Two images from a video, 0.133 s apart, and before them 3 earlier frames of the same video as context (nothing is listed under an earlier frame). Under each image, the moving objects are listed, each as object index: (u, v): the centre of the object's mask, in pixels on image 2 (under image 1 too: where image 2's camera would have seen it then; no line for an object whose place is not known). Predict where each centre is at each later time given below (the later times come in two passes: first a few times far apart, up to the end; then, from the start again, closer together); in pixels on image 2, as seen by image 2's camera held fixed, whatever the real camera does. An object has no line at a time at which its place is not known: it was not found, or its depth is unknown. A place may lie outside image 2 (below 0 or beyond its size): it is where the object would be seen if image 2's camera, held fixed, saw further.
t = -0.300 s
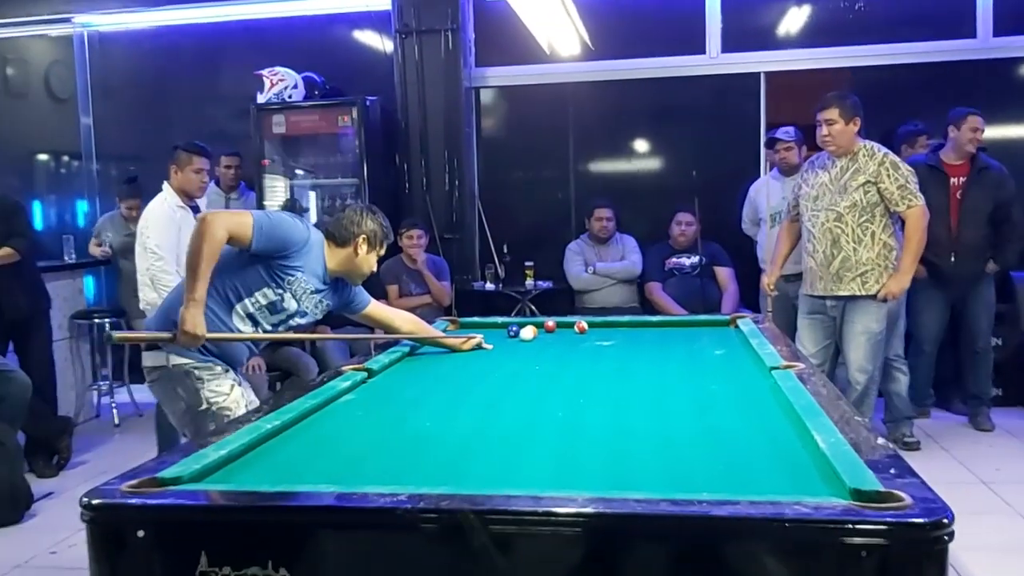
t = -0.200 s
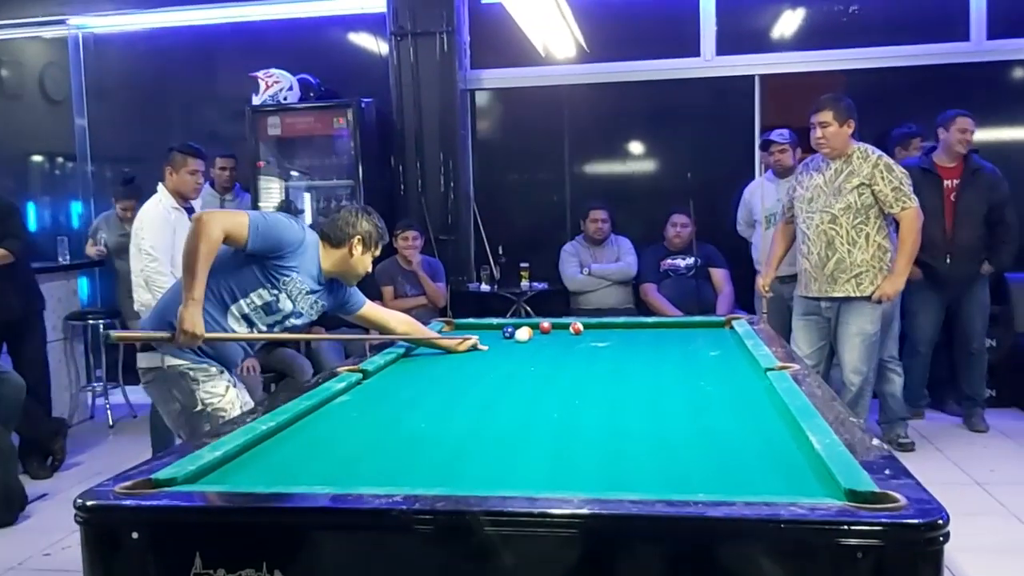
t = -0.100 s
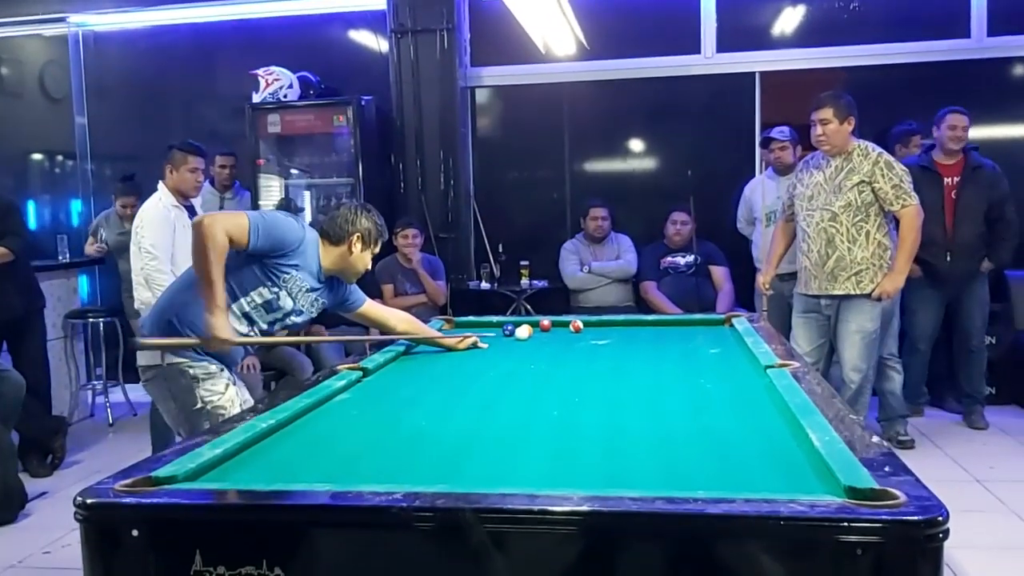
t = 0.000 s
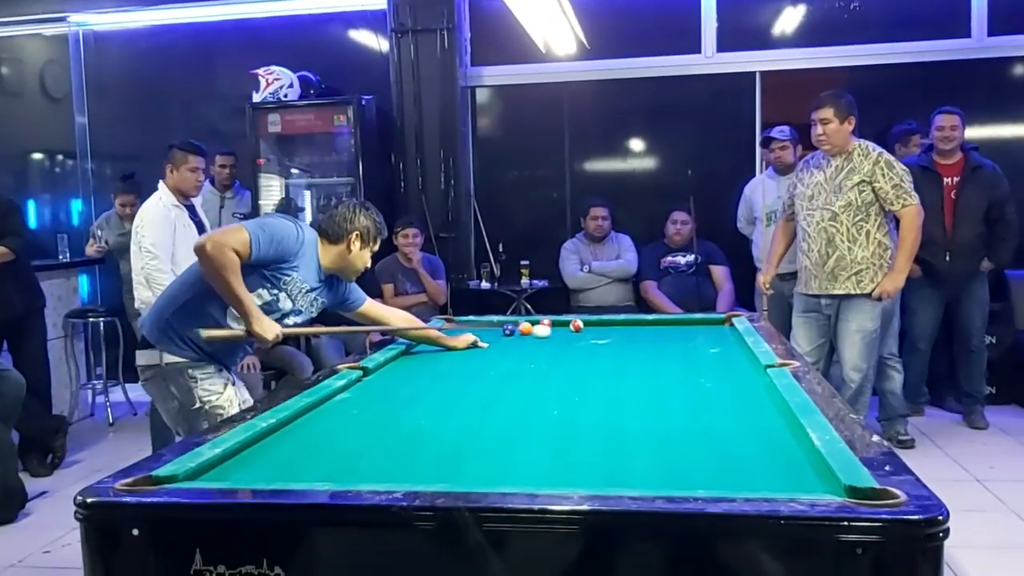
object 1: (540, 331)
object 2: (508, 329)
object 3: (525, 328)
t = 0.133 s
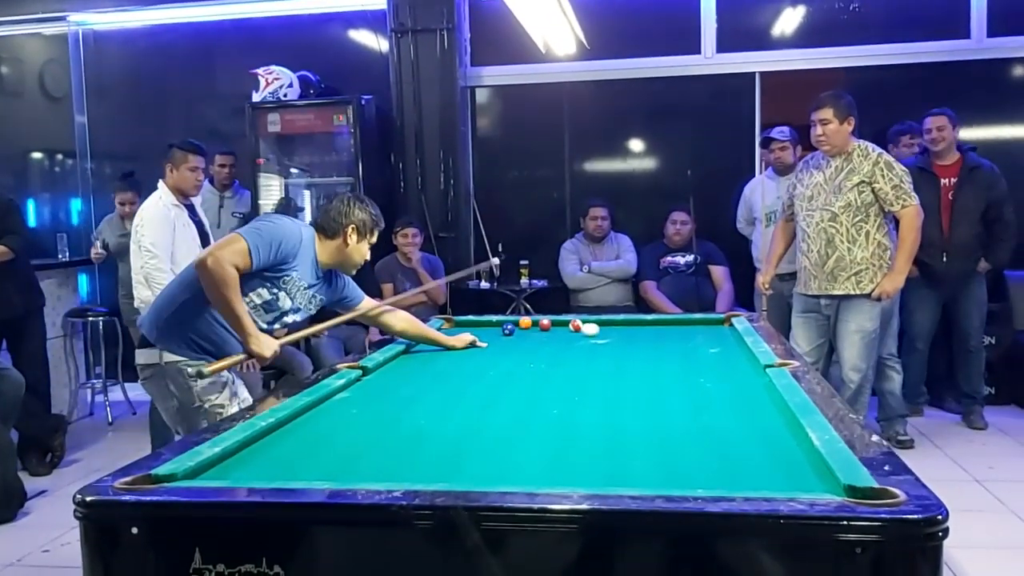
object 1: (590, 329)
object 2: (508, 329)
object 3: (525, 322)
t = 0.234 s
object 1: (619, 328)
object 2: (508, 329)
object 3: (522, 323)
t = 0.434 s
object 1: (667, 328)
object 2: (501, 330)
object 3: (522, 328)
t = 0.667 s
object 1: (722, 327)
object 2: (483, 333)
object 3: (534, 331)
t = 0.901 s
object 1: (698, 326)
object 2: (467, 336)
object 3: (546, 333)
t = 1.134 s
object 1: (668, 324)
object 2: (452, 339)
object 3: (557, 336)
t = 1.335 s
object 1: (645, 323)
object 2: (440, 340)
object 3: (566, 338)
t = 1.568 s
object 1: (620, 322)
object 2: (427, 342)
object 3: (575, 341)
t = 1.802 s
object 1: (598, 321)
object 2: (421, 344)
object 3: (584, 343)
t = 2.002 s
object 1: (583, 320)
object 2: (422, 345)
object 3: (591, 345)
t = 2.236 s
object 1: (566, 321)
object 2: (424, 345)
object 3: (598, 347)
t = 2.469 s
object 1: (555, 322)
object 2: (426, 346)
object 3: (603, 348)
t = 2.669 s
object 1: (550, 321)
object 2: (426, 346)
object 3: (606, 349)
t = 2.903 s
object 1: (546, 320)
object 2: (426, 346)
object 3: (610, 350)
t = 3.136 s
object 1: (543, 321)
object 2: (426, 346)
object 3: (612, 350)
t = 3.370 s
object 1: (543, 320)
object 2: (426, 346)
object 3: (613, 350)
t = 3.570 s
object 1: (543, 321)
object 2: (426, 346)
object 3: (613, 351)
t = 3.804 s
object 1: (543, 320)
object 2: (426, 346)
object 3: (613, 351)
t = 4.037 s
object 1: (543, 320)
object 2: (426, 346)
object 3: (613, 351)
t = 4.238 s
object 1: (543, 321)
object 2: (426, 346)
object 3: (613, 351)
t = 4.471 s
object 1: (543, 320)
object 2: (426, 345)
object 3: (613, 350)
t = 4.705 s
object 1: (543, 320)
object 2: (426, 346)
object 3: (613, 350)
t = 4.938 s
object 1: (543, 320)
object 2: (426, 346)
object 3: (613, 351)
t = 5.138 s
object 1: (543, 321)
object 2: (426, 346)
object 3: (613, 351)
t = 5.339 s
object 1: (543, 320)
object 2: (426, 346)
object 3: (613, 351)
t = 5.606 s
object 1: (543, 320)
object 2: (426, 346)
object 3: (613, 351)
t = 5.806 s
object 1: (543, 320)
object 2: (426, 346)
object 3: (613, 351)
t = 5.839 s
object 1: (543, 320)
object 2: (426, 346)
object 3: (613, 351)
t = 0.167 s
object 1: (600, 329)
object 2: (508, 329)
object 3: (525, 322)
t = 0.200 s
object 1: (610, 328)
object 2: (508, 329)
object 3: (524, 322)
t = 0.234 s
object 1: (619, 328)
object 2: (508, 329)
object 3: (522, 323)
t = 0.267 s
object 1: (627, 328)
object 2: (508, 329)
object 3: (521, 324)
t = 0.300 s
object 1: (635, 328)
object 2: (508, 329)
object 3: (520, 325)
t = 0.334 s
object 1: (643, 328)
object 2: (507, 329)
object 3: (519, 326)
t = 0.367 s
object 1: (651, 328)
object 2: (507, 329)
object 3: (519, 327)
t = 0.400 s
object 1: (659, 328)
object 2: (503, 329)
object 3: (520, 327)
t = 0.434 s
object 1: (667, 328)
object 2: (501, 330)
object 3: (522, 328)
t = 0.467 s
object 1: (675, 328)
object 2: (498, 331)
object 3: (524, 328)
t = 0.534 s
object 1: (691, 327)
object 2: (493, 331)
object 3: (527, 329)
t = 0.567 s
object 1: (698, 327)
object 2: (491, 332)
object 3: (529, 329)
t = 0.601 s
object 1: (706, 327)
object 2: (488, 332)
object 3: (531, 330)
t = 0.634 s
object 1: (714, 327)
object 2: (486, 332)
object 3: (533, 330)
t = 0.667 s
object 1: (722, 327)
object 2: (483, 333)
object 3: (534, 331)
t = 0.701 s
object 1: (727, 327)
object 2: (481, 333)
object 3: (536, 331)
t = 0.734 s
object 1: (722, 327)
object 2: (478, 334)
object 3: (537, 331)
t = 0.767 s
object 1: (716, 326)
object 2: (476, 335)
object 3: (539, 332)
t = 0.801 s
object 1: (712, 326)
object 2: (473, 335)
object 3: (541, 332)
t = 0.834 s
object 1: (707, 326)
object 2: (471, 336)
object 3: (543, 332)
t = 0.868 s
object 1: (702, 326)
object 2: (469, 336)
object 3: (544, 332)
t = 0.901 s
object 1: (698, 326)
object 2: (467, 336)
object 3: (546, 333)
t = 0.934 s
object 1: (693, 326)
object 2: (465, 337)
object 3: (547, 334)
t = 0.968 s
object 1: (689, 325)
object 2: (462, 337)
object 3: (549, 333)
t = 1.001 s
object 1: (684, 325)
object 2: (460, 337)
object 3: (551, 334)
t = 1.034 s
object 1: (680, 325)
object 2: (458, 338)
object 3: (552, 335)
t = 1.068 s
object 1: (676, 325)
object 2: (456, 338)
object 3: (554, 335)
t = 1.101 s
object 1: (672, 324)
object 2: (454, 338)
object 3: (555, 336)
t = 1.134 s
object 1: (668, 324)
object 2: (452, 339)
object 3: (557, 336)
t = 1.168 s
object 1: (664, 324)
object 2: (450, 338)
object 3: (559, 337)
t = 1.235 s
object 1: (656, 324)
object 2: (446, 339)
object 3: (562, 337)
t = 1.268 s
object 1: (652, 324)
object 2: (444, 340)
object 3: (563, 337)
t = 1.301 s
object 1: (648, 323)
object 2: (442, 340)
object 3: (564, 338)
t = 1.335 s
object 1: (645, 323)
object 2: (440, 340)
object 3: (566, 338)
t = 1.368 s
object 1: (641, 323)
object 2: (438, 340)
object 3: (567, 339)
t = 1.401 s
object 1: (637, 323)
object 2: (436, 341)
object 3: (569, 339)
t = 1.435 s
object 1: (634, 323)
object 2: (434, 341)
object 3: (570, 339)
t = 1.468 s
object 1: (630, 323)
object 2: (433, 341)
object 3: (571, 340)
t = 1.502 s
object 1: (627, 323)
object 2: (431, 342)
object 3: (573, 340)
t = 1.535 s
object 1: (623, 323)
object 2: (429, 342)
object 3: (574, 341)
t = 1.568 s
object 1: (620, 322)
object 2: (427, 342)
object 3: (575, 341)
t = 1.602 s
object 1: (617, 322)
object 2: (426, 343)
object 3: (577, 341)
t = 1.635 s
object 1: (613, 322)
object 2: (424, 343)
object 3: (578, 342)
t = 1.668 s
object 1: (610, 322)
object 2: (422, 343)
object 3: (579, 342)
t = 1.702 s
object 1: (607, 322)
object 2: (421, 344)
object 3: (580, 342)
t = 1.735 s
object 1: (603, 321)
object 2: (420, 344)
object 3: (582, 342)
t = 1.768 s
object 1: (600, 321)
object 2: (420, 344)
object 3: (583, 342)
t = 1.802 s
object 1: (598, 321)
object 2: (421, 344)
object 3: (584, 343)
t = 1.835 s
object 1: (595, 321)
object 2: (421, 344)
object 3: (585, 343)
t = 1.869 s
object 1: (592, 321)
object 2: (421, 345)
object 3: (586, 343)
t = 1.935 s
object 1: (587, 321)
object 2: (422, 345)
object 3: (589, 344)
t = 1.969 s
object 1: (584, 321)
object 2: (422, 345)
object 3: (590, 344)
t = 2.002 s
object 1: (583, 320)
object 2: (422, 345)
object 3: (591, 345)
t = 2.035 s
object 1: (581, 320)
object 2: (423, 345)
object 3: (592, 345)
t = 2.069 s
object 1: (580, 320)
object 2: (423, 345)
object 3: (593, 345)
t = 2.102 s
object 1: (577, 319)
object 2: (423, 345)
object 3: (594, 346)
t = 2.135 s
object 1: (574, 319)
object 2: (424, 345)
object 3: (595, 346)
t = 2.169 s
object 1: (569, 319)
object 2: (424, 345)
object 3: (596, 346)
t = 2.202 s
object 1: (567, 320)
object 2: (424, 345)
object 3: (597, 346)
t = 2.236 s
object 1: (566, 321)
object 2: (424, 345)
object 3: (598, 347)
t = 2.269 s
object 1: (565, 321)
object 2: (424, 345)
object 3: (598, 347)
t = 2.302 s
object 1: (563, 321)
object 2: (425, 345)
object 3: (599, 347)
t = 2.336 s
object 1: (561, 322)
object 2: (425, 345)
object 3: (600, 347)
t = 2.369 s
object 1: (559, 322)
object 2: (425, 345)
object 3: (601, 347)
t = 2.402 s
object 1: (558, 322)
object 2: (425, 346)
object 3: (601, 347)
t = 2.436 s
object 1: (556, 322)
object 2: (425, 346)
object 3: (602, 348)
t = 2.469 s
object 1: (555, 322)
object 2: (426, 346)
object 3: (603, 348)
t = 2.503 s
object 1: (554, 321)
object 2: (426, 346)
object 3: (604, 348)
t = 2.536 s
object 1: (553, 322)
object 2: (426, 346)
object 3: (604, 348)
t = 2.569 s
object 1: (552, 321)
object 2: (426, 346)
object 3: (605, 349)
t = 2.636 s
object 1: (551, 321)
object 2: (426, 346)
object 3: (606, 349)
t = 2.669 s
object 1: (550, 321)
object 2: (426, 346)
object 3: (606, 349)
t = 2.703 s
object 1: (549, 321)
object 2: (426, 346)
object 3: (607, 349)
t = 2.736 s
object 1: (549, 321)
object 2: (426, 346)
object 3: (608, 349)
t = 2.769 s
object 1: (548, 321)
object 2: (426, 346)
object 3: (608, 349)
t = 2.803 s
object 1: (547, 321)
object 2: (426, 346)
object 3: (609, 349)
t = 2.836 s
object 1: (547, 321)
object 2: (426, 346)
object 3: (609, 350)
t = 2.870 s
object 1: (546, 321)
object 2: (426, 346)
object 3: (609, 349)
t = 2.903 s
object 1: (546, 320)
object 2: (426, 346)
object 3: (610, 350)
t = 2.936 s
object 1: (545, 321)
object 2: (426, 346)
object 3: (610, 350)
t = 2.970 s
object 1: (545, 321)
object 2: (426, 346)
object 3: (611, 350)
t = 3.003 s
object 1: (544, 321)
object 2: (426, 346)
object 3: (611, 350)
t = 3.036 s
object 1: (544, 321)
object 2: (426, 345)
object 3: (611, 350)
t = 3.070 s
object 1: (543, 321)
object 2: (426, 346)
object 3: (612, 350)
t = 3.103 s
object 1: (543, 321)
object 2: (426, 346)
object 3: (612, 350)
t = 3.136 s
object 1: (543, 321)
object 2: (426, 346)
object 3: (612, 350)
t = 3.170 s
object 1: (543, 321)
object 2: (426, 346)
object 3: (613, 350)
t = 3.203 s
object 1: (543, 321)
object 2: (426, 346)
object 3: (613, 350)
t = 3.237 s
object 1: (543, 321)
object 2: (426, 346)
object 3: (613, 350)
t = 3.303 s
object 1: (543, 320)
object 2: (426, 346)
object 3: (613, 350)
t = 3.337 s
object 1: (543, 320)
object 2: (426, 346)
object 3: (613, 350)
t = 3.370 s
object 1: (543, 320)
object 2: (426, 346)
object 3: (613, 350)
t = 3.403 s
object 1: (543, 320)
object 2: (426, 346)
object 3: (613, 351)
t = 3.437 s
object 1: (543, 320)
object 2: (426, 346)
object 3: (613, 351)
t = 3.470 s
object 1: (543, 321)
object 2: (426, 346)
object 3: (613, 350)
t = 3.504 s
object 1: (543, 320)
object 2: (426, 346)
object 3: (613, 351)
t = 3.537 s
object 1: (543, 320)
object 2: (426, 346)
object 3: (613, 350)
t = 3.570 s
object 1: (543, 321)
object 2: (426, 346)
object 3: (613, 351)
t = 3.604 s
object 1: (543, 320)
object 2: (426, 346)
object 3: (613, 351)
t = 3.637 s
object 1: (543, 321)
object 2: (426, 346)
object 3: (613, 351)
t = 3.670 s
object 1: (543, 321)
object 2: (426, 346)
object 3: (613, 351)
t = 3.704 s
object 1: (543, 321)
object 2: (426, 346)
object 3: (613, 350)
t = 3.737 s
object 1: (543, 320)
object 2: (426, 346)
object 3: (613, 351)
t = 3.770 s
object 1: (543, 320)
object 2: (426, 346)
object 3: (613, 351)
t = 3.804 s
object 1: (543, 320)
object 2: (426, 346)
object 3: (613, 351)
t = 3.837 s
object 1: (543, 320)
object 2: (426, 346)
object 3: (613, 351)
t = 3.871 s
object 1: (543, 320)
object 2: (426, 346)
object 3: (613, 351)
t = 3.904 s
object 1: (543, 320)
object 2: (426, 346)
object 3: (613, 350)
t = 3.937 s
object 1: (543, 320)
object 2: (426, 346)
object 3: (613, 351)
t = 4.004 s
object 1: (543, 320)
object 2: (426, 346)
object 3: (613, 351)
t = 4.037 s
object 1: (543, 320)
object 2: (426, 346)
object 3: (613, 351)
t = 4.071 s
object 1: (543, 320)
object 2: (426, 346)
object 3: (613, 351)
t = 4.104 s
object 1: (543, 320)
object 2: (426, 346)
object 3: (613, 351)
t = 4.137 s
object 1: (543, 320)
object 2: (426, 346)
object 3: (613, 351)
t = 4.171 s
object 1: (543, 320)
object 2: (426, 346)
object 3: (613, 351)
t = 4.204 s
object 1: (543, 320)
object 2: (426, 346)
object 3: (613, 351)
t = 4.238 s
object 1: (543, 321)
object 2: (426, 346)
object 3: (613, 351)
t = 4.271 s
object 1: (544, 321)
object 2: (426, 346)
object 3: (613, 351)
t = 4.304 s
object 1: (544, 321)
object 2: (426, 346)
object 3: (613, 350)
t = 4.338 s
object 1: (544, 320)
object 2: (426, 346)
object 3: (613, 351)
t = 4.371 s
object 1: (543, 320)
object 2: (426, 346)
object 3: (613, 351)
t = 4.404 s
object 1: (543, 320)
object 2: (426, 346)
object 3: (613, 350)
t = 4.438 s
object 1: (543, 320)
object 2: (426, 346)
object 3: (613, 350)
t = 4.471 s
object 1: (543, 320)
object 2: (426, 345)
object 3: (613, 350)
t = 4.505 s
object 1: (543, 320)
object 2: (426, 346)
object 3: (613, 350)
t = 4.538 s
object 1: (543, 320)
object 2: (426, 346)
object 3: (613, 351)
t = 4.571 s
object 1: (543, 320)
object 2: (426, 346)
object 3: (613, 351)
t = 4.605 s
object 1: (544, 320)
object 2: (426, 346)
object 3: (613, 350)
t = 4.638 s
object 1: (543, 320)
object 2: (426, 346)
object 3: (613, 351)
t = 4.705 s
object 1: (543, 320)
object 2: (426, 346)
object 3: (613, 350)
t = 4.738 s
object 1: (543, 320)
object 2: (426, 346)
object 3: (613, 351)
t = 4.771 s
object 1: (543, 320)
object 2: (426, 346)
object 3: (613, 351)
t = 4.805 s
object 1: (543, 320)
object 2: (426, 346)
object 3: (613, 351)
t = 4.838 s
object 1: (543, 320)
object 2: (426, 346)
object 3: (613, 351)
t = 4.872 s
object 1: (543, 320)
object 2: (426, 346)
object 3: (613, 351)
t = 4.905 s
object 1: (543, 321)
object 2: (426, 346)
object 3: (613, 351)
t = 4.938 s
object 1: (543, 320)
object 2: (426, 346)
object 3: (613, 351)
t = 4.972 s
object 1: (543, 321)
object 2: (426, 346)
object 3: (613, 351)
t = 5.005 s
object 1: (543, 320)
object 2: (426, 346)
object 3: (613, 351)
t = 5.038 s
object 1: (543, 320)
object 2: (426, 346)
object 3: (613, 351)
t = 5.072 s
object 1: (543, 320)
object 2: (426, 346)
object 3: (613, 351)
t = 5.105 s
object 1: (543, 321)
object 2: (426, 346)
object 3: (613, 351)
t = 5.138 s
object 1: (543, 321)
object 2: (426, 346)
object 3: (613, 351)
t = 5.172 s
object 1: (543, 320)
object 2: (426, 346)
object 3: (613, 351)
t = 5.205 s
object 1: (543, 320)
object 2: (426, 346)
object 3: (613, 351)
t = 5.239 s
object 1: (543, 320)
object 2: (426, 346)
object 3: (613, 351)
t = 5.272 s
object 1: (543, 320)
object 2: (426, 346)
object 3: (613, 351)
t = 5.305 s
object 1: (543, 320)
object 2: (426, 346)
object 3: (613, 351)
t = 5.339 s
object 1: (543, 320)
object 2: (426, 346)
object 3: (613, 351)
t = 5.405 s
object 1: (543, 320)
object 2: (426, 346)
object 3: (613, 351)
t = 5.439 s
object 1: (543, 320)
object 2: (426, 346)
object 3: (613, 351)
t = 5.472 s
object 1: (543, 320)
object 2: (426, 346)
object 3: (613, 351)
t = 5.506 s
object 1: (543, 320)
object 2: (426, 346)
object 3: (613, 351)
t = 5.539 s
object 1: (543, 320)
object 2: (426, 346)
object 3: (613, 351)
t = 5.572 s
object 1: (543, 320)
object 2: (426, 346)
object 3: (613, 351)
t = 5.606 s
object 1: (543, 320)
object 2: (426, 346)
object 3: (613, 351)
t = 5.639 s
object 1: (543, 320)
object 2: (426, 346)
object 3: (613, 351)
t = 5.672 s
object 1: (543, 320)
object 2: (426, 346)
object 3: (613, 351)
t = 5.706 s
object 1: (543, 320)
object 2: (426, 346)
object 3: (613, 351)
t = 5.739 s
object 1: (543, 320)
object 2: (426, 346)
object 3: (613, 351)
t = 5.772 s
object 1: (543, 320)
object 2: (426, 346)
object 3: (613, 351)
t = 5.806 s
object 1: (543, 320)
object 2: (426, 346)
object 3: (613, 351)
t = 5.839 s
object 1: (543, 320)
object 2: (426, 346)
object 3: (613, 351)
